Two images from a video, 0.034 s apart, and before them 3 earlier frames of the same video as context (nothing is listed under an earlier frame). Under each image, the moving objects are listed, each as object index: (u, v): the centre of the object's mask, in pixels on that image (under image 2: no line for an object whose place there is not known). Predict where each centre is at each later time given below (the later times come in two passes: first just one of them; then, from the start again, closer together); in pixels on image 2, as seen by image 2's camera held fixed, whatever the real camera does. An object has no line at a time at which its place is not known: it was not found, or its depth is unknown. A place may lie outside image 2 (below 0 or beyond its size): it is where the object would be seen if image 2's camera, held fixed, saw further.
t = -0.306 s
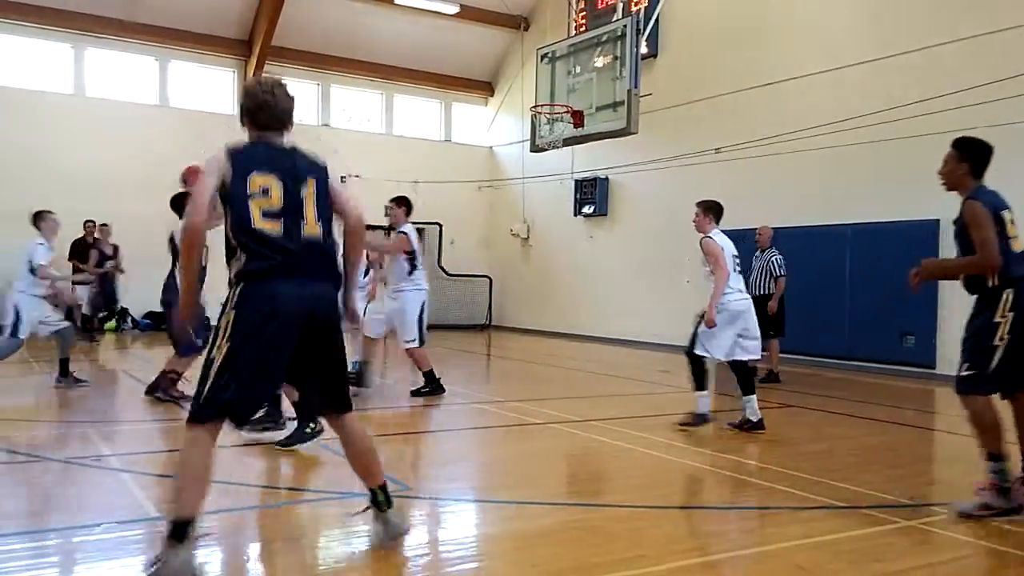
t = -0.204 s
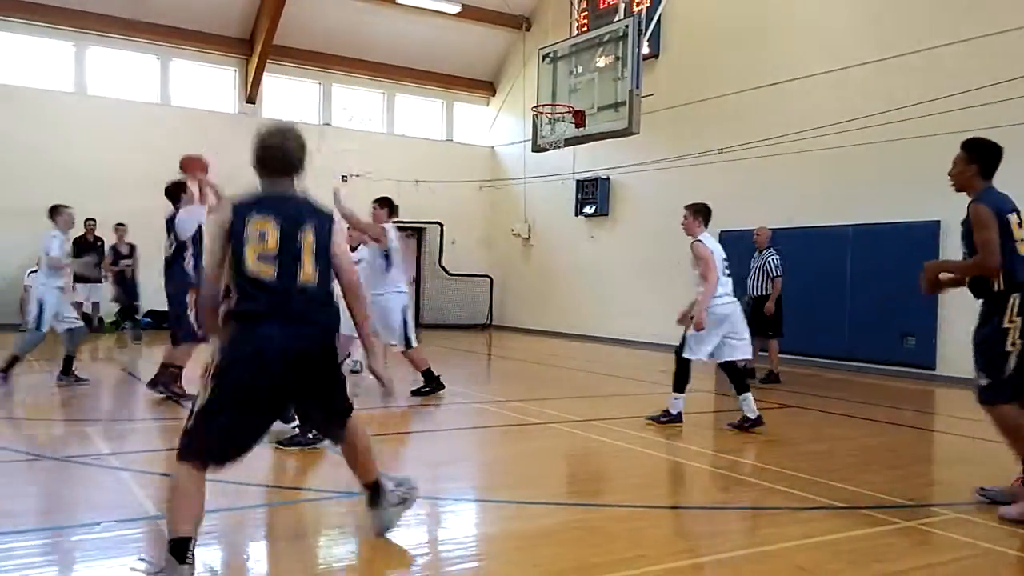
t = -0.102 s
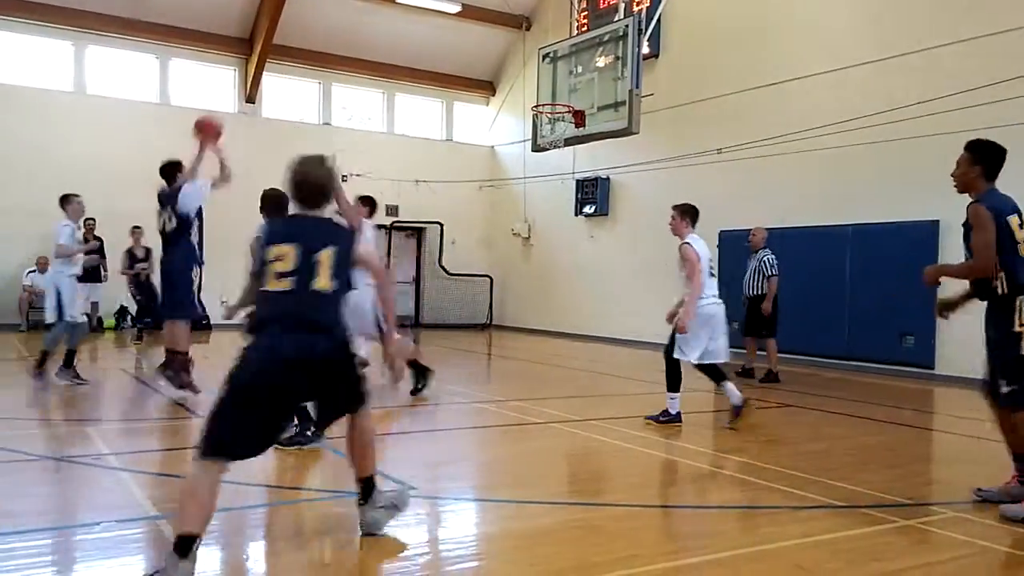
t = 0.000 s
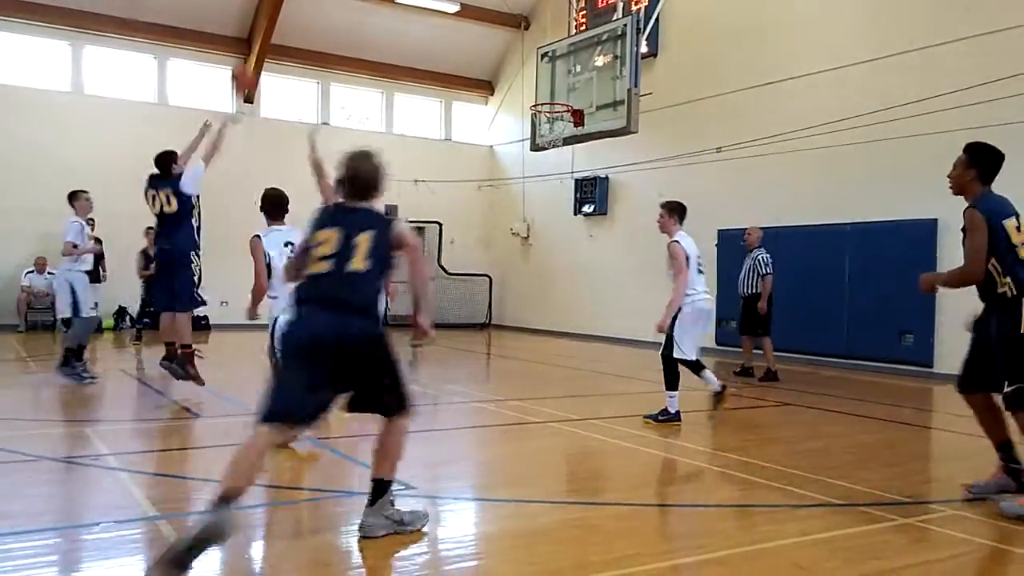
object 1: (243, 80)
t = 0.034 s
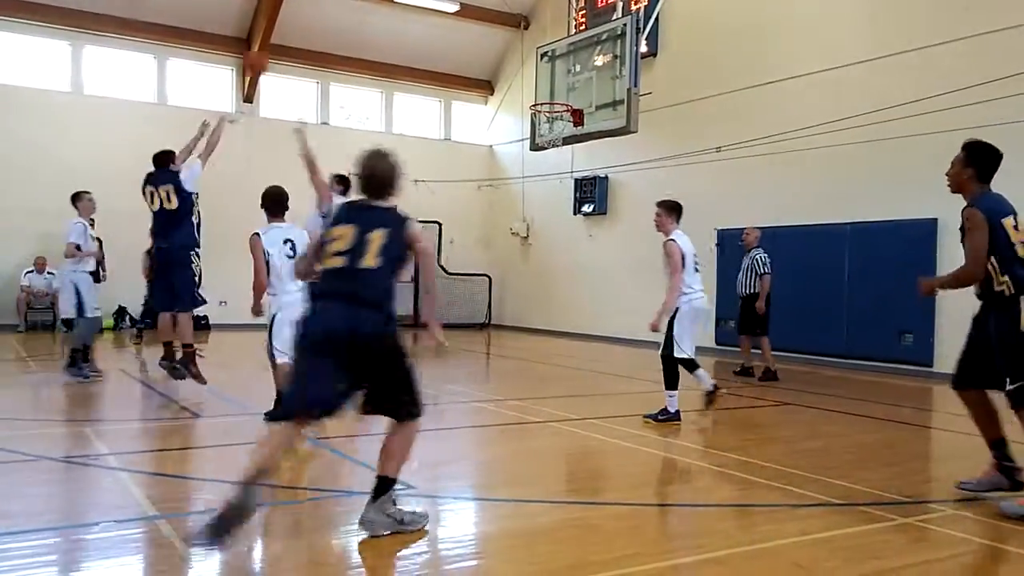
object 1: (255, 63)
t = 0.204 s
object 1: (321, 12)
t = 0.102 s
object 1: (282, 37)
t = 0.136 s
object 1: (296, 27)
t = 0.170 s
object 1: (309, 18)
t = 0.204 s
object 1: (321, 12)
